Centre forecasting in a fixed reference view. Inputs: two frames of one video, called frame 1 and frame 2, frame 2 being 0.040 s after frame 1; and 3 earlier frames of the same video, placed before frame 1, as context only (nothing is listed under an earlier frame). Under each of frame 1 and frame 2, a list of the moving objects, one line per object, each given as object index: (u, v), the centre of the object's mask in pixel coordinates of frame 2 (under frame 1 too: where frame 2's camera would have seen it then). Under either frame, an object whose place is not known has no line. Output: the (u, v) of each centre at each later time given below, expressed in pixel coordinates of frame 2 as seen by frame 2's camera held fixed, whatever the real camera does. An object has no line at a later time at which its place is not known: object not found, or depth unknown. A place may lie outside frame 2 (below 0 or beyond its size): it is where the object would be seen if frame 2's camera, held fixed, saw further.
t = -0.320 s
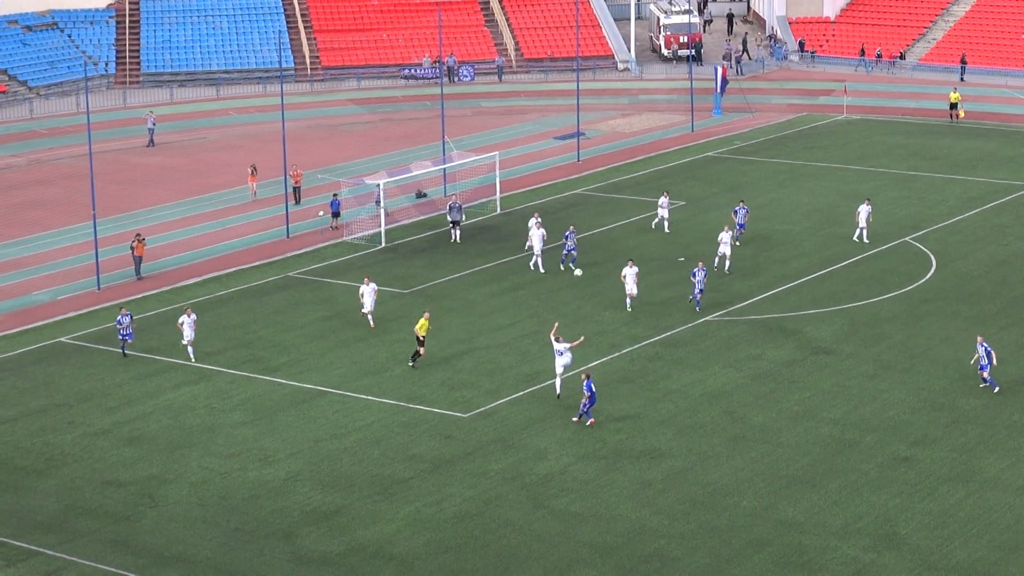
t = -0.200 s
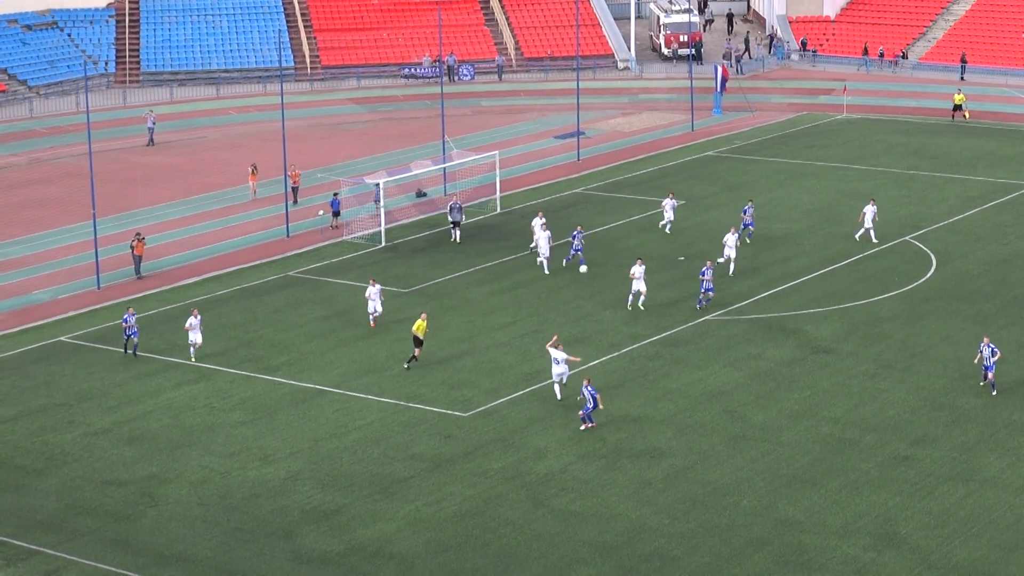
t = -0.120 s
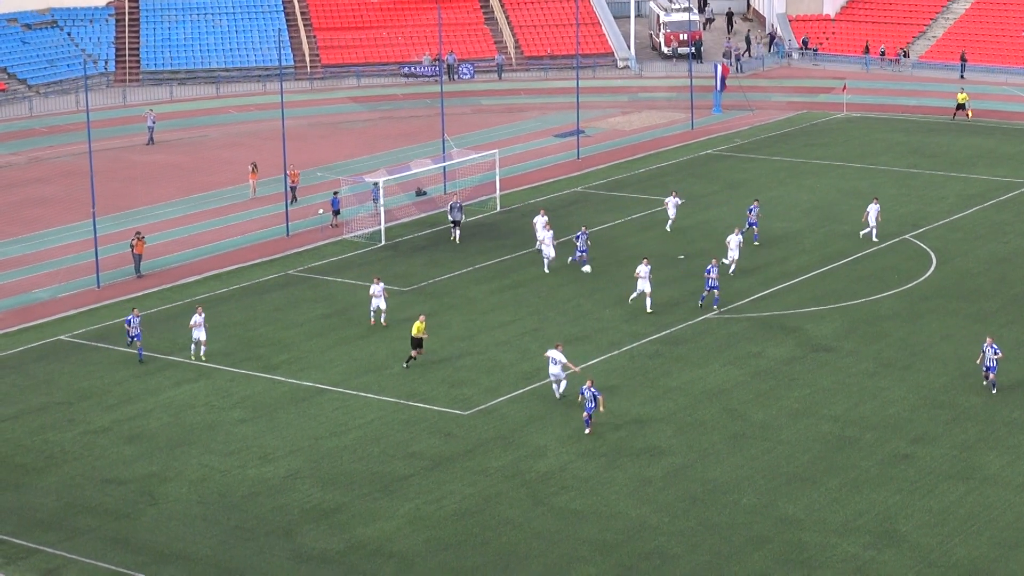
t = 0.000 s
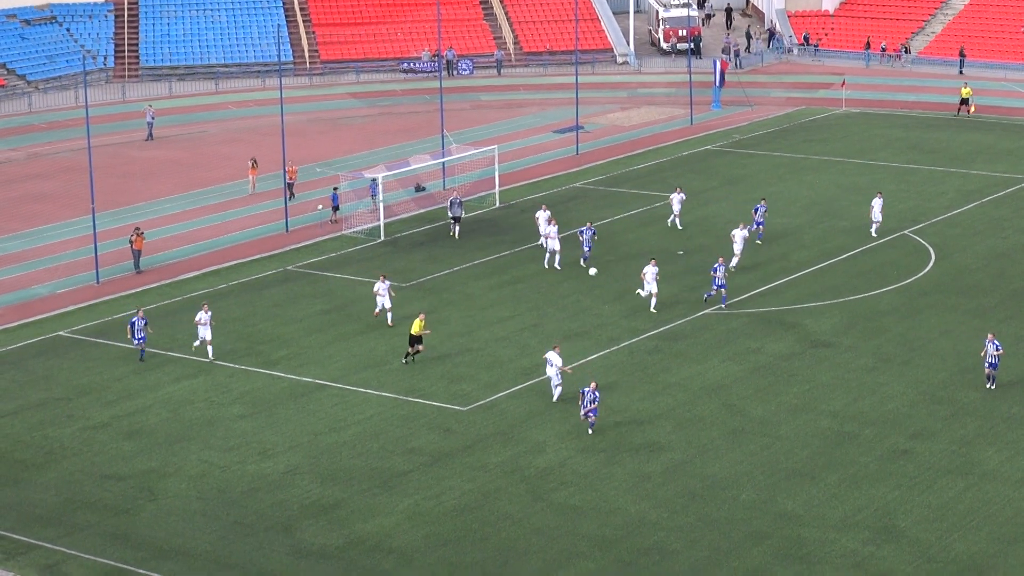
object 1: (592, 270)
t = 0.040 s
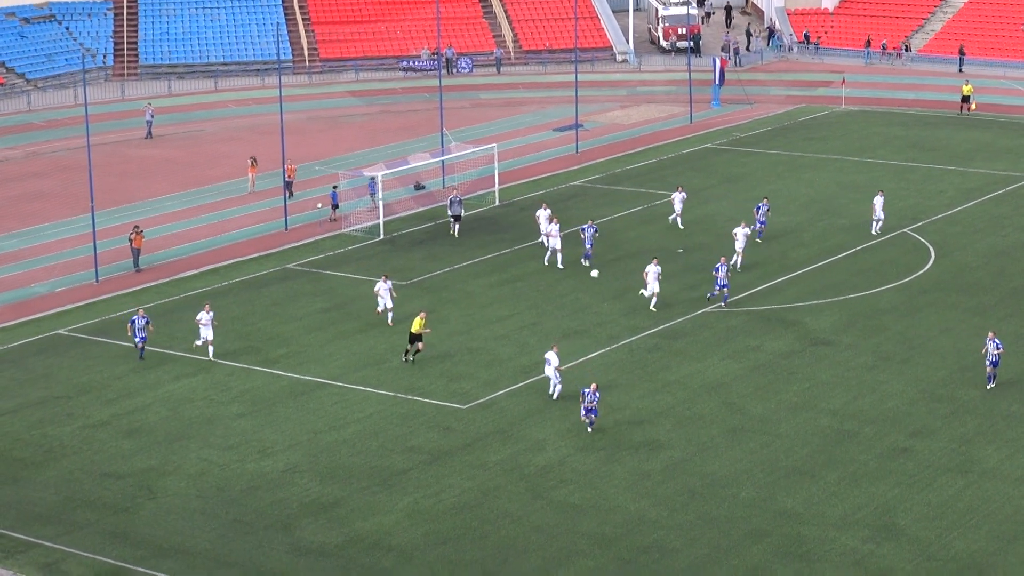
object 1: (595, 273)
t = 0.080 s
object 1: (597, 277)
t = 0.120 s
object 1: (599, 282)
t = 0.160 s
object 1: (601, 287)
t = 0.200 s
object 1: (604, 293)
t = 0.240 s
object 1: (607, 301)
